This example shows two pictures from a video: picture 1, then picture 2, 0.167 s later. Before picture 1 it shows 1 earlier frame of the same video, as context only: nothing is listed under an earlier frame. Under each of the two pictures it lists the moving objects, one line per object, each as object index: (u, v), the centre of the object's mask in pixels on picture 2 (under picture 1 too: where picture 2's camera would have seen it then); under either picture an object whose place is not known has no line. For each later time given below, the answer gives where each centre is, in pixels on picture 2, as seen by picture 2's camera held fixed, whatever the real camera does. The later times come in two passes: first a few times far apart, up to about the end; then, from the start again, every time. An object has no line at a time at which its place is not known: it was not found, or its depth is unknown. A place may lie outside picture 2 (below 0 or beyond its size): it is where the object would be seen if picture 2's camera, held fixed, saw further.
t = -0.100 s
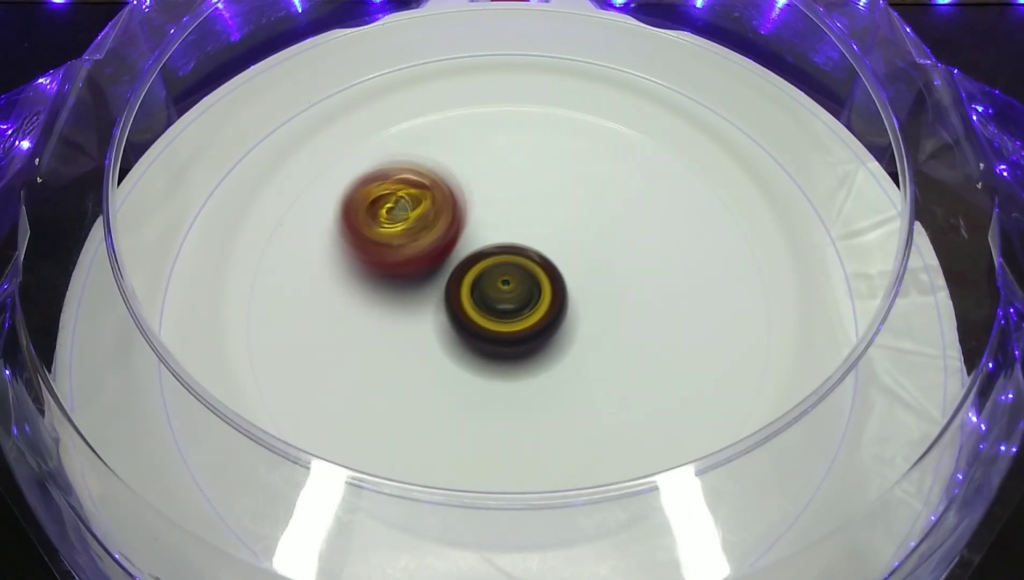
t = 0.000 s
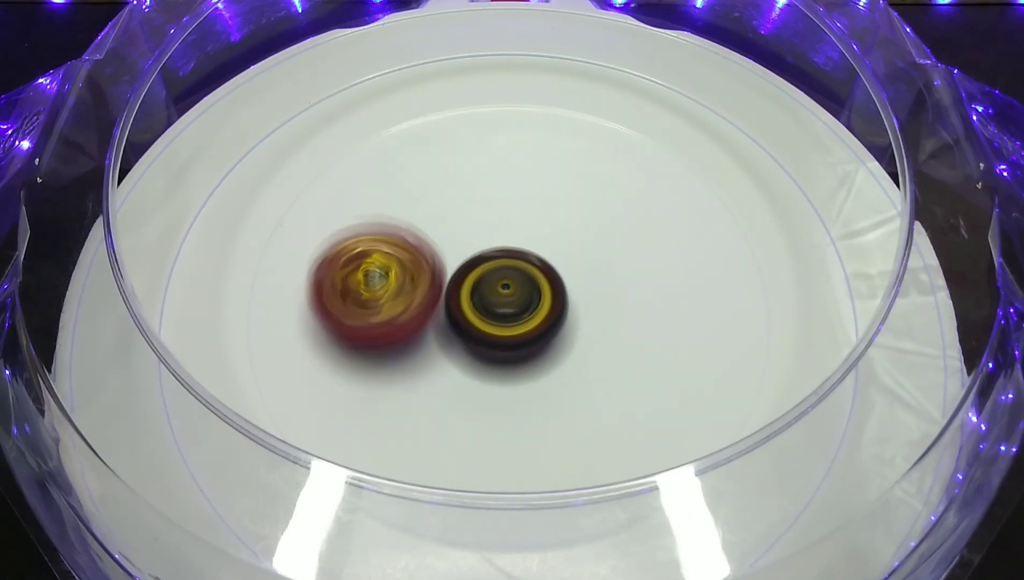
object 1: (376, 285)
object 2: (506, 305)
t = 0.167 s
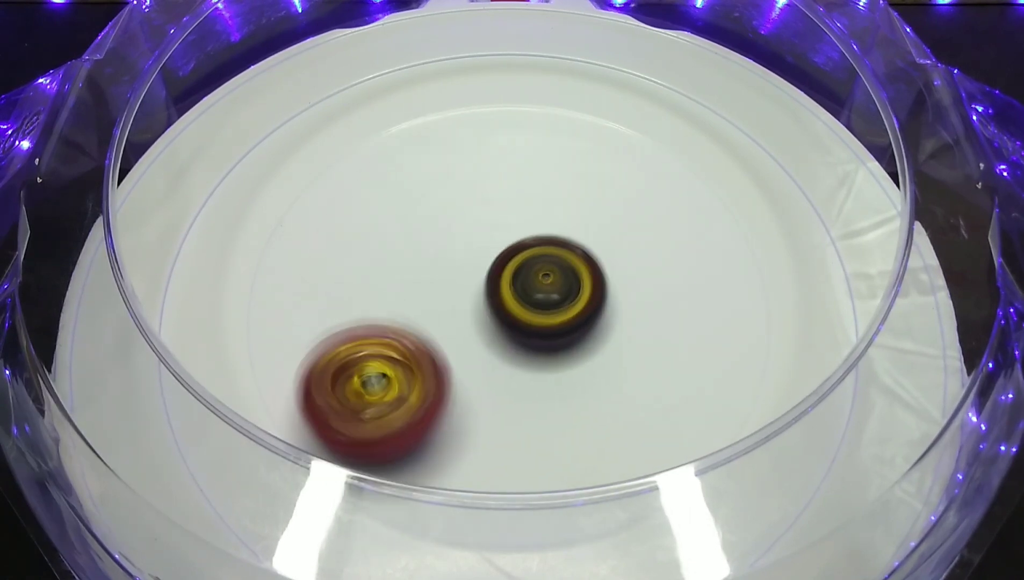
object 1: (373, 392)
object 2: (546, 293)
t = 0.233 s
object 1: (406, 419)
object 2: (548, 282)
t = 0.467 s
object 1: (570, 365)
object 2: (494, 269)
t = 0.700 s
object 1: (662, 269)
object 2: (393, 248)
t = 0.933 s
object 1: (585, 195)
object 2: (396, 288)
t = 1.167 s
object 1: (492, 218)
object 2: (419, 364)
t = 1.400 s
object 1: (456, 265)
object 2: (494, 397)
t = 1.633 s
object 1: (482, 238)
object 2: (555, 365)
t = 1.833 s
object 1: (499, 193)
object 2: (550, 314)
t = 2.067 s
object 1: (518, 163)
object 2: (504, 291)
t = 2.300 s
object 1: (556, 199)
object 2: (452, 286)
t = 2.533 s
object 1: (586, 286)
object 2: (434, 282)
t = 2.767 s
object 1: (579, 322)
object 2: (446, 279)
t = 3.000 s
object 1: (568, 319)
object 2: (462, 260)
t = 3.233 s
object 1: (543, 326)
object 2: (471, 240)
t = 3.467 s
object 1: (555, 339)
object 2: (492, 244)
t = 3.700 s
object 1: (547, 343)
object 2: (505, 246)
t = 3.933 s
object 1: (517, 355)
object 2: (513, 250)
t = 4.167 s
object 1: (461, 345)
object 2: (525, 257)
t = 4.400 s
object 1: (437, 312)
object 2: (540, 274)
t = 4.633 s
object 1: (439, 267)
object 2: (528, 339)
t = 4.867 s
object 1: (492, 255)
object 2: (505, 349)
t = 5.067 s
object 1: (521, 253)
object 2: (481, 331)
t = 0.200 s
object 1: (387, 408)
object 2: (548, 288)
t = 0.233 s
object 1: (406, 419)
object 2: (548, 282)
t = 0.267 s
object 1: (431, 427)
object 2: (546, 277)
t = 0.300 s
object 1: (459, 431)
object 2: (541, 272)
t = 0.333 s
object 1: (486, 430)
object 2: (534, 267)
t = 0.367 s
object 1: (512, 424)
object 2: (525, 266)
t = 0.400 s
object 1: (537, 408)
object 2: (515, 265)
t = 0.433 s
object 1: (556, 388)
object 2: (504, 267)
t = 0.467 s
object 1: (570, 365)
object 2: (494, 269)
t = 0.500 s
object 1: (582, 342)
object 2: (485, 274)
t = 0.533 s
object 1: (595, 324)
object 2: (474, 275)
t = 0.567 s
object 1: (620, 316)
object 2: (446, 263)
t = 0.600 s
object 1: (638, 307)
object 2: (424, 253)
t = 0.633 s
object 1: (650, 296)
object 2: (408, 247)
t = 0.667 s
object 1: (656, 282)
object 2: (399, 246)
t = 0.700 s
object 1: (662, 269)
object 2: (393, 248)
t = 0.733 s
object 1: (663, 253)
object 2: (390, 251)
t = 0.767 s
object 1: (661, 238)
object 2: (389, 256)
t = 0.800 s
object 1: (654, 224)
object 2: (388, 262)
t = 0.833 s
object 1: (643, 212)
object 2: (389, 268)
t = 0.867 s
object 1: (626, 203)
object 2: (390, 275)
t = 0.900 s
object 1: (606, 197)
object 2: (393, 282)
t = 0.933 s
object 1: (585, 195)
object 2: (396, 288)
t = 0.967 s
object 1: (559, 197)
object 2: (401, 295)
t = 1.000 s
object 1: (535, 201)
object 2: (409, 302)
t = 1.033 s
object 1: (509, 209)
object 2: (420, 307)
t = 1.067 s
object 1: (491, 217)
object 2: (427, 314)
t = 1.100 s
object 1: (491, 214)
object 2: (420, 335)
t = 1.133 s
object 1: (493, 213)
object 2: (417, 352)
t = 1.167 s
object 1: (492, 218)
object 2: (419, 364)
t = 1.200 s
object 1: (486, 224)
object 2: (425, 372)
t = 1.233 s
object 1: (476, 232)
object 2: (435, 376)
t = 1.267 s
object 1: (464, 243)
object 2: (446, 379)
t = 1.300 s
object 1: (458, 256)
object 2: (458, 380)
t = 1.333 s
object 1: (456, 266)
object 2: (470, 384)
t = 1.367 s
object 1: (457, 268)
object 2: (482, 394)
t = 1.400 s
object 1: (456, 265)
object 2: (494, 397)
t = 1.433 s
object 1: (459, 265)
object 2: (505, 395)
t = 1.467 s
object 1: (459, 262)
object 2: (515, 391)
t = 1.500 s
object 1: (464, 262)
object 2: (525, 385)
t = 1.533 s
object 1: (467, 261)
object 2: (534, 377)
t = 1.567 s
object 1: (472, 260)
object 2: (542, 366)
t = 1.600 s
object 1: (476, 252)
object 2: (549, 363)
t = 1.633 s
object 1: (482, 238)
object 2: (555, 365)
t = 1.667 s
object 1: (485, 227)
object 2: (558, 362)
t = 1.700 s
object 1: (488, 218)
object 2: (560, 355)
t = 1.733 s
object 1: (489, 211)
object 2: (559, 348)
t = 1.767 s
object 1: (490, 202)
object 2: (558, 338)
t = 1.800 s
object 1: (496, 196)
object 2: (554, 326)
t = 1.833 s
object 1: (499, 193)
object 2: (550, 314)
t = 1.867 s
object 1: (502, 189)
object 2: (546, 305)
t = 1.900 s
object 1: (507, 186)
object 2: (541, 296)
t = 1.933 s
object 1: (512, 179)
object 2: (534, 293)
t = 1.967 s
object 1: (516, 170)
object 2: (527, 295)
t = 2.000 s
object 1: (519, 164)
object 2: (519, 296)
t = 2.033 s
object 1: (521, 162)
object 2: (511, 294)
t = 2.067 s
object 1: (518, 163)
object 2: (504, 291)
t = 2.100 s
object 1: (514, 165)
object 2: (498, 287)
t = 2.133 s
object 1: (511, 167)
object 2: (492, 283)
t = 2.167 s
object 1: (515, 171)
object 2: (485, 281)
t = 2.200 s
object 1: (529, 175)
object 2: (477, 282)
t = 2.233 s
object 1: (538, 185)
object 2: (469, 283)
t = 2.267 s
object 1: (548, 192)
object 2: (459, 285)
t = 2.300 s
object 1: (556, 199)
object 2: (452, 286)
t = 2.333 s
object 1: (562, 207)
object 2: (448, 284)
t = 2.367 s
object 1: (565, 219)
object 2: (445, 283)
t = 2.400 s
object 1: (567, 232)
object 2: (445, 283)
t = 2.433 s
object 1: (567, 245)
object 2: (446, 283)
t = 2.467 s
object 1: (571, 261)
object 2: (442, 283)
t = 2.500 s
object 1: (581, 275)
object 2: (437, 282)
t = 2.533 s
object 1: (586, 286)
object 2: (434, 282)
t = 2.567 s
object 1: (587, 297)
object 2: (433, 283)
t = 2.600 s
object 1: (585, 306)
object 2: (436, 285)
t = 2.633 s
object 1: (581, 312)
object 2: (438, 287)
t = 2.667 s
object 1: (575, 315)
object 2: (444, 289)
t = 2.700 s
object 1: (571, 317)
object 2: (448, 289)
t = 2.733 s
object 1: (577, 321)
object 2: (445, 283)
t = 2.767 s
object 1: (579, 322)
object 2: (446, 279)
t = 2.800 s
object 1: (578, 321)
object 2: (447, 276)
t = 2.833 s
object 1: (575, 321)
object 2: (450, 275)
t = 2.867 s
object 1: (571, 320)
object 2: (453, 273)
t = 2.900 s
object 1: (568, 319)
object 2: (457, 272)
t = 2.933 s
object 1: (565, 318)
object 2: (461, 271)
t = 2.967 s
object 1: (566, 318)
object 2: (462, 266)
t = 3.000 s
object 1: (568, 319)
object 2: (462, 260)
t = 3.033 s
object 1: (565, 318)
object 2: (463, 257)
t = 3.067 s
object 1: (559, 316)
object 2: (465, 255)
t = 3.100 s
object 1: (554, 318)
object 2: (465, 252)
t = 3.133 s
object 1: (549, 322)
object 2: (466, 246)
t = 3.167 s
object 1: (546, 324)
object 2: (467, 243)
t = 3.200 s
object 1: (544, 325)
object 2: (470, 241)
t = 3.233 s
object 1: (543, 326)
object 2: (471, 240)
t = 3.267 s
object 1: (543, 326)
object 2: (474, 239)
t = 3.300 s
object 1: (546, 330)
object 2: (475, 239)
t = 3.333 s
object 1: (550, 331)
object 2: (479, 239)
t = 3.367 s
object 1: (551, 331)
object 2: (483, 241)
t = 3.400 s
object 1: (550, 331)
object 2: (486, 242)
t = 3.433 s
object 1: (552, 336)
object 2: (489, 243)
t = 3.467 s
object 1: (555, 339)
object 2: (492, 244)
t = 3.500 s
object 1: (555, 338)
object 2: (496, 246)
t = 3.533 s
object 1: (555, 339)
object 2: (498, 247)
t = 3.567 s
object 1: (554, 341)
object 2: (501, 248)
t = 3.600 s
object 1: (552, 341)
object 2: (502, 248)
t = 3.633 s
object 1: (551, 343)
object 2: (504, 247)
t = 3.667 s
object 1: (549, 343)
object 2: (504, 247)
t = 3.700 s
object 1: (547, 343)
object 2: (505, 246)
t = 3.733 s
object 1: (544, 347)
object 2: (507, 246)
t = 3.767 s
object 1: (540, 348)
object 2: (508, 245)
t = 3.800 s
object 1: (536, 348)
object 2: (511, 245)
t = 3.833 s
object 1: (533, 349)
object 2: (512, 247)
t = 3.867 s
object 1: (527, 352)
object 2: (512, 247)
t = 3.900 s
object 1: (522, 354)
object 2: (514, 247)
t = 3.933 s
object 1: (517, 355)
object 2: (513, 250)
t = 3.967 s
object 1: (512, 357)
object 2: (513, 254)
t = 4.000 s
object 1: (504, 359)
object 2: (516, 253)
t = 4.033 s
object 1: (496, 357)
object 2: (516, 254)
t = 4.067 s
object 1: (487, 356)
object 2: (516, 255)
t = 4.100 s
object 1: (478, 354)
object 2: (519, 258)
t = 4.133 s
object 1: (467, 352)
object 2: (523, 257)
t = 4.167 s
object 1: (461, 345)
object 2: (525, 257)
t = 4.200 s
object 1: (456, 339)
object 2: (528, 258)
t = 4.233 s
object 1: (451, 335)
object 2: (532, 261)
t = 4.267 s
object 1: (446, 332)
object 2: (536, 263)
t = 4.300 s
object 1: (443, 328)
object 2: (539, 266)
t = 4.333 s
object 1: (441, 323)
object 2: (540, 270)
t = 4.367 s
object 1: (437, 318)
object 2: (540, 273)
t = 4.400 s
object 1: (437, 312)
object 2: (540, 274)
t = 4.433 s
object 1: (438, 306)
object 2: (542, 278)
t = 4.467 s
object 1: (433, 298)
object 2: (541, 287)
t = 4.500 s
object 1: (429, 289)
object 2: (536, 300)
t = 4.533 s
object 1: (429, 282)
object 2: (532, 314)
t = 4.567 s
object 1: (431, 275)
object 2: (529, 325)
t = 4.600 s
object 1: (435, 271)
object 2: (529, 333)
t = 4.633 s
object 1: (439, 267)
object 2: (528, 339)
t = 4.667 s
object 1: (444, 264)
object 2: (530, 342)
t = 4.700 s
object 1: (449, 261)
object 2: (529, 345)
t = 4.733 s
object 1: (457, 259)
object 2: (527, 346)
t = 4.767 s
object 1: (467, 258)
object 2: (524, 345)
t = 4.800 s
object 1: (477, 259)
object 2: (520, 345)
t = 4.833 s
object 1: (486, 257)
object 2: (512, 346)
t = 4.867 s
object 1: (492, 255)
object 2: (505, 349)
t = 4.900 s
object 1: (498, 255)
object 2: (499, 345)
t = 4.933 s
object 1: (505, 254)
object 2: (496, 340)
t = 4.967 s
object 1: (512, 252)
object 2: (491, 336)
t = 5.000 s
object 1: (516, 252)
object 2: (487, 335)
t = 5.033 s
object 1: (519, 253)
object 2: (484, 333)
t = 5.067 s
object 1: (521, 253)
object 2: (481, 331)
